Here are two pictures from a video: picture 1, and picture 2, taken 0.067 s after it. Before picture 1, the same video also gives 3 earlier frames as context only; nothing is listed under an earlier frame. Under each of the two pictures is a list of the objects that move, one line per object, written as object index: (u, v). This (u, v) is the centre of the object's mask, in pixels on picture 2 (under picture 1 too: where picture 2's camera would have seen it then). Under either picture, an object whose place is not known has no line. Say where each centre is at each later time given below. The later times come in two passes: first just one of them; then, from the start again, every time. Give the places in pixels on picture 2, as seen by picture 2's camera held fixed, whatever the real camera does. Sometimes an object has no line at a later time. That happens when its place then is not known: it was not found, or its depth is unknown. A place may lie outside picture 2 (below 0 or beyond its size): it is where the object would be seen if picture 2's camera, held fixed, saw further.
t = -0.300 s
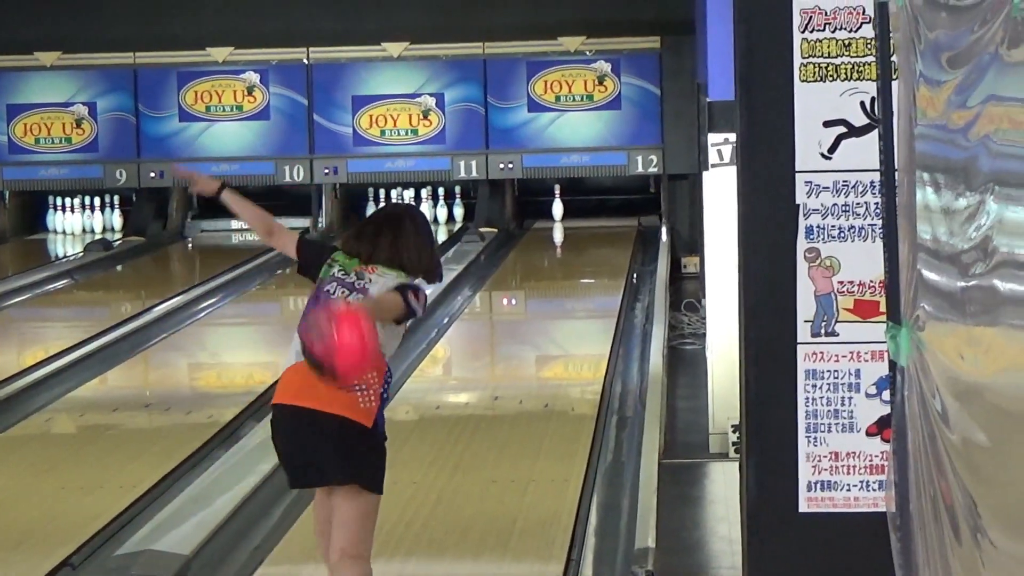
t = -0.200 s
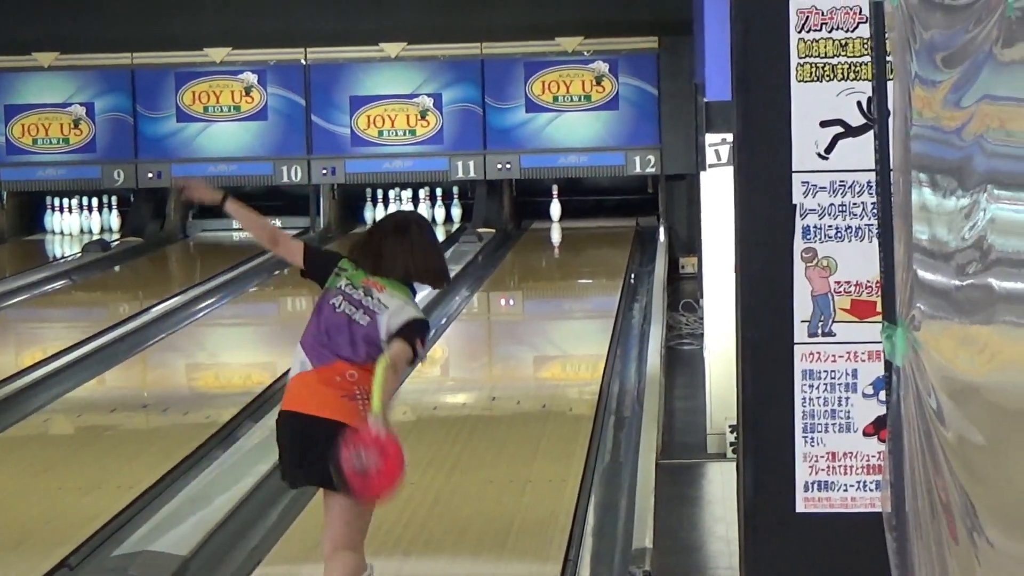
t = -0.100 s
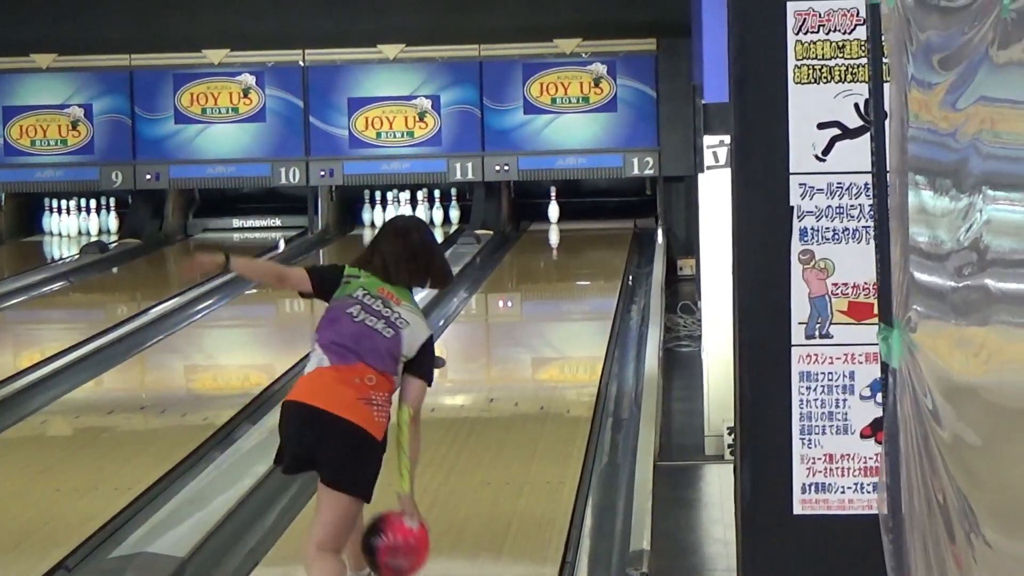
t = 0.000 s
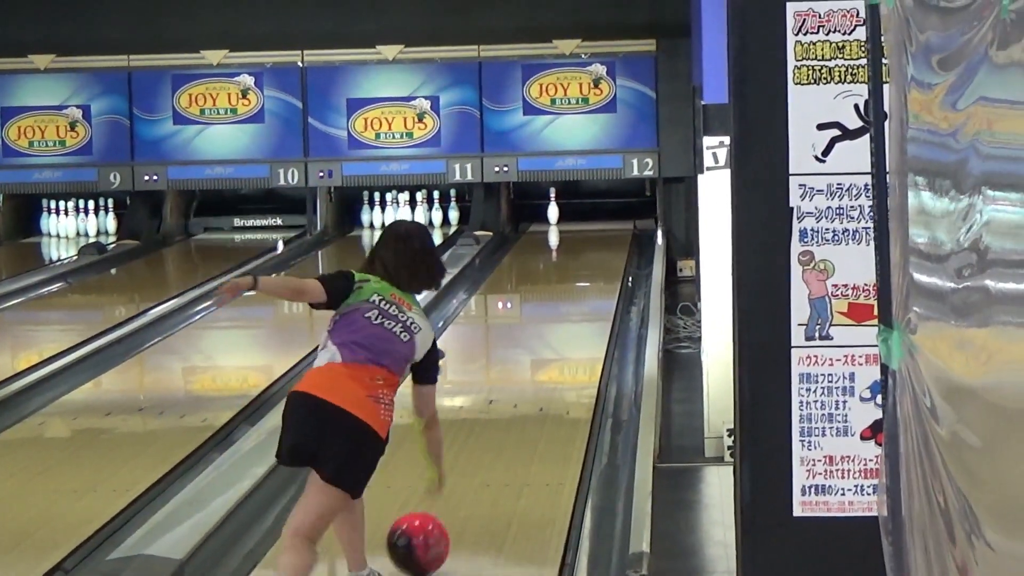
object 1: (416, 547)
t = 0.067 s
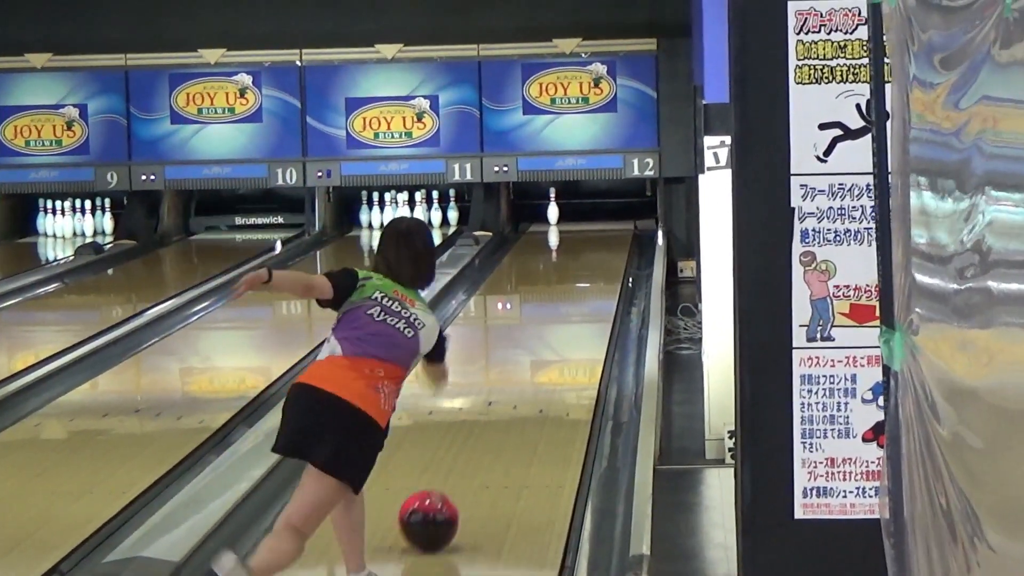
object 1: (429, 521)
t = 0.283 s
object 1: (459, 454)
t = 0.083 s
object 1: (432, 515)
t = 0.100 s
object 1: (434, 509)
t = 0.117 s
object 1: (437, 503)
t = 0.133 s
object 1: (439, 498)
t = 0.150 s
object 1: (442, 492)
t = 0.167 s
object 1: (444, 487)
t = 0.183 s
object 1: (446, 482)
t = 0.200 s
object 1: (449, 477)
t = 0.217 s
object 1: (451, 472)
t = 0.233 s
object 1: (453, 468)
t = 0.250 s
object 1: (455, 463)
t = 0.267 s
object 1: (457, 459)
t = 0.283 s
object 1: (459, 454)
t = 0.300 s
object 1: (461, 450)
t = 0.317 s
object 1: (463, 446)
